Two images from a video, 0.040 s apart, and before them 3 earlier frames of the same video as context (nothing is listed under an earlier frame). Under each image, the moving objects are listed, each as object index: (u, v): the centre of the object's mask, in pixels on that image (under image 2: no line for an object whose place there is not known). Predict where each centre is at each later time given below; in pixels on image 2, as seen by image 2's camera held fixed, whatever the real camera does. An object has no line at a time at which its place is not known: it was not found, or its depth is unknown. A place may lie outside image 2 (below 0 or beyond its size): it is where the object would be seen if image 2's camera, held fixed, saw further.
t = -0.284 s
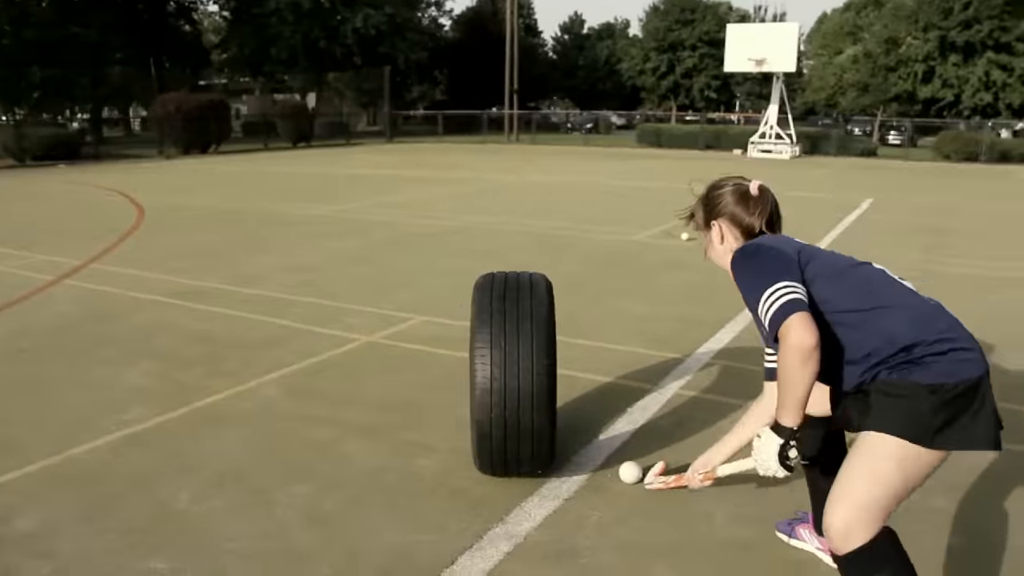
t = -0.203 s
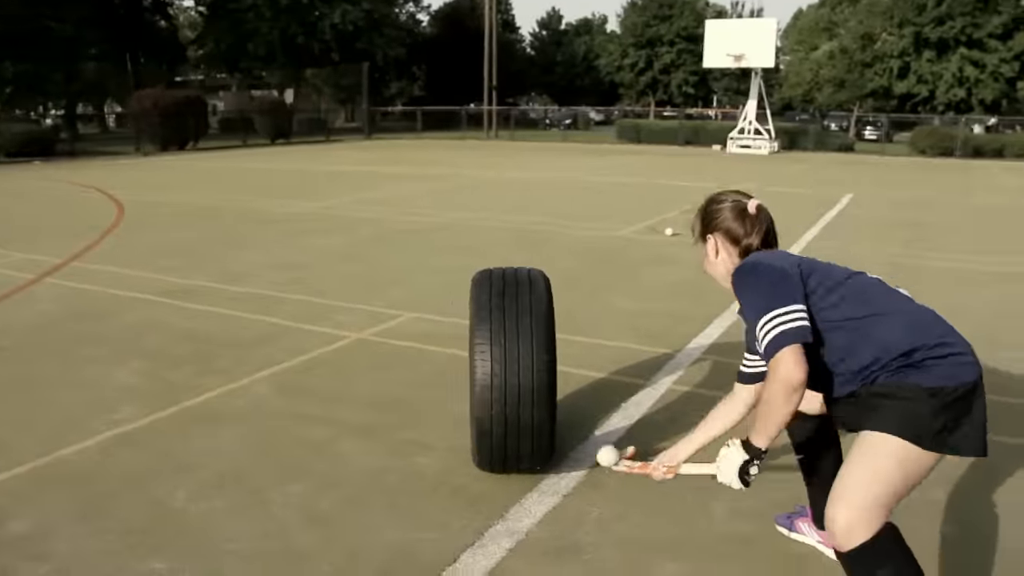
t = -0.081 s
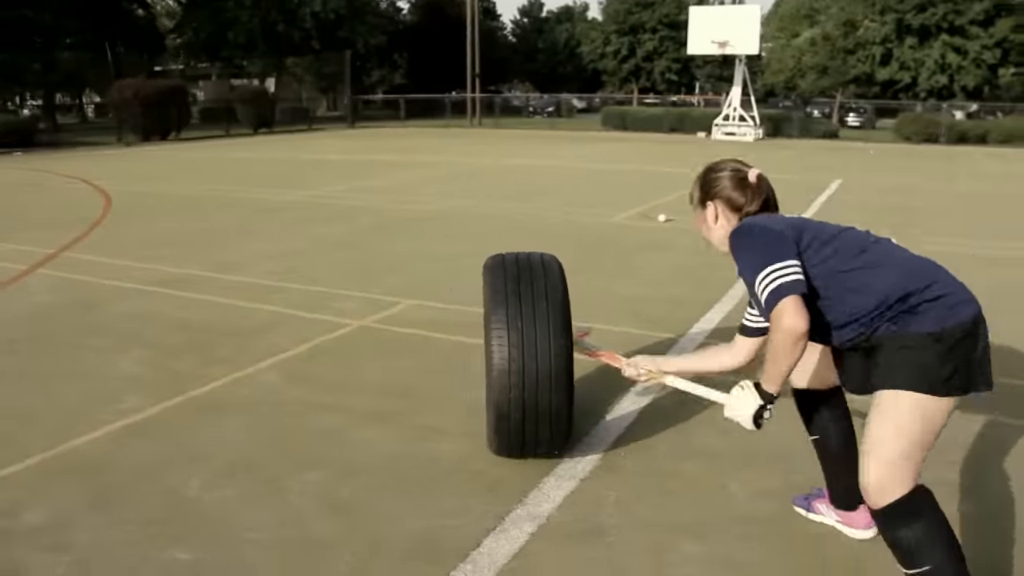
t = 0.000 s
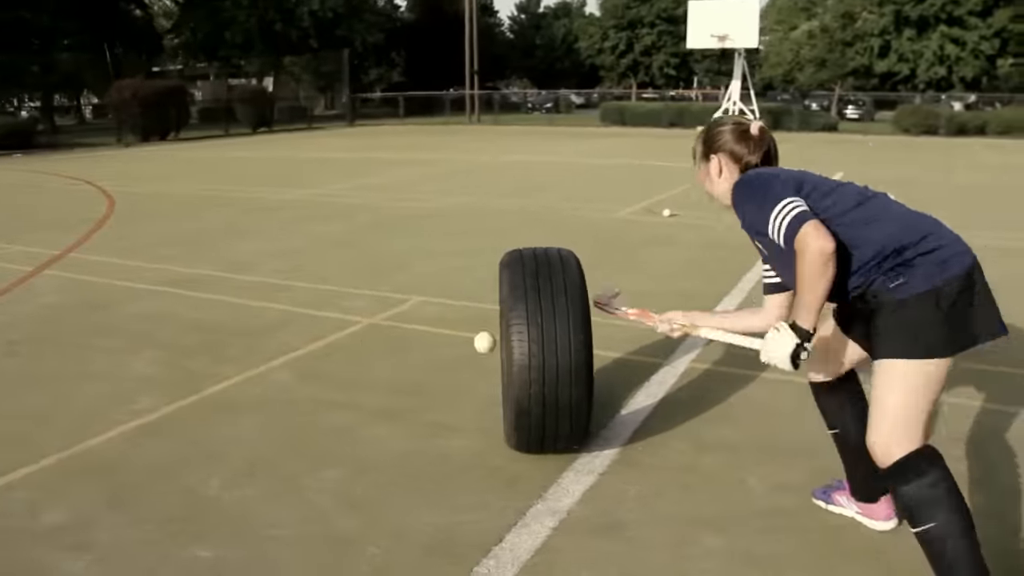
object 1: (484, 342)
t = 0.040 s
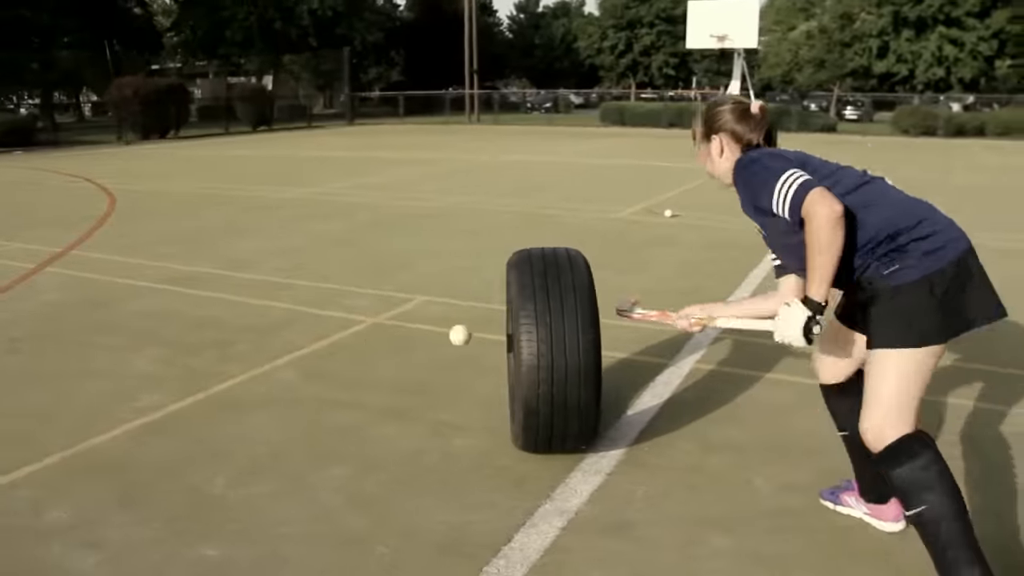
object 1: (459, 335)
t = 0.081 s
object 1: (431, 333)
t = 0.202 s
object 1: (347, 353)
